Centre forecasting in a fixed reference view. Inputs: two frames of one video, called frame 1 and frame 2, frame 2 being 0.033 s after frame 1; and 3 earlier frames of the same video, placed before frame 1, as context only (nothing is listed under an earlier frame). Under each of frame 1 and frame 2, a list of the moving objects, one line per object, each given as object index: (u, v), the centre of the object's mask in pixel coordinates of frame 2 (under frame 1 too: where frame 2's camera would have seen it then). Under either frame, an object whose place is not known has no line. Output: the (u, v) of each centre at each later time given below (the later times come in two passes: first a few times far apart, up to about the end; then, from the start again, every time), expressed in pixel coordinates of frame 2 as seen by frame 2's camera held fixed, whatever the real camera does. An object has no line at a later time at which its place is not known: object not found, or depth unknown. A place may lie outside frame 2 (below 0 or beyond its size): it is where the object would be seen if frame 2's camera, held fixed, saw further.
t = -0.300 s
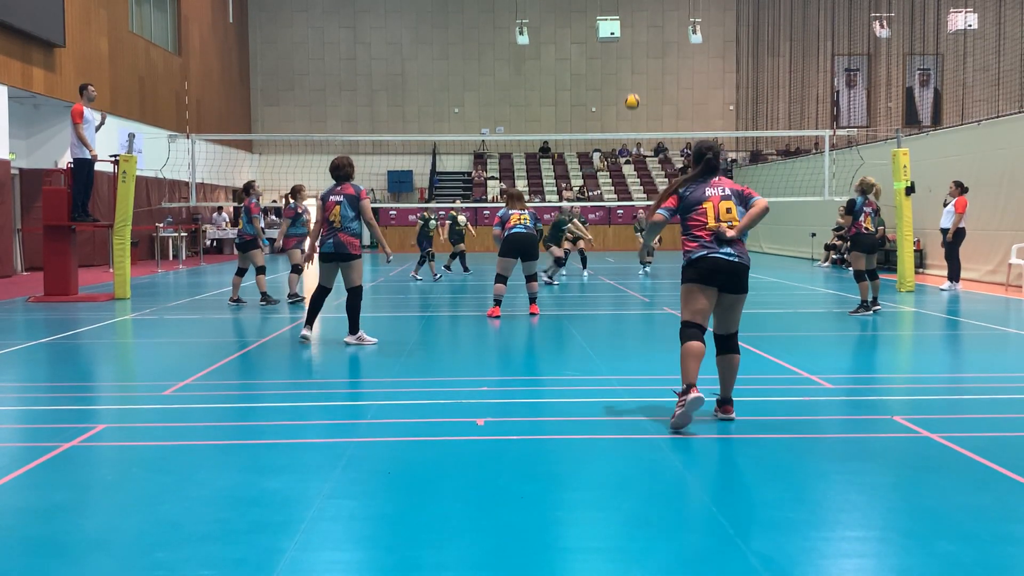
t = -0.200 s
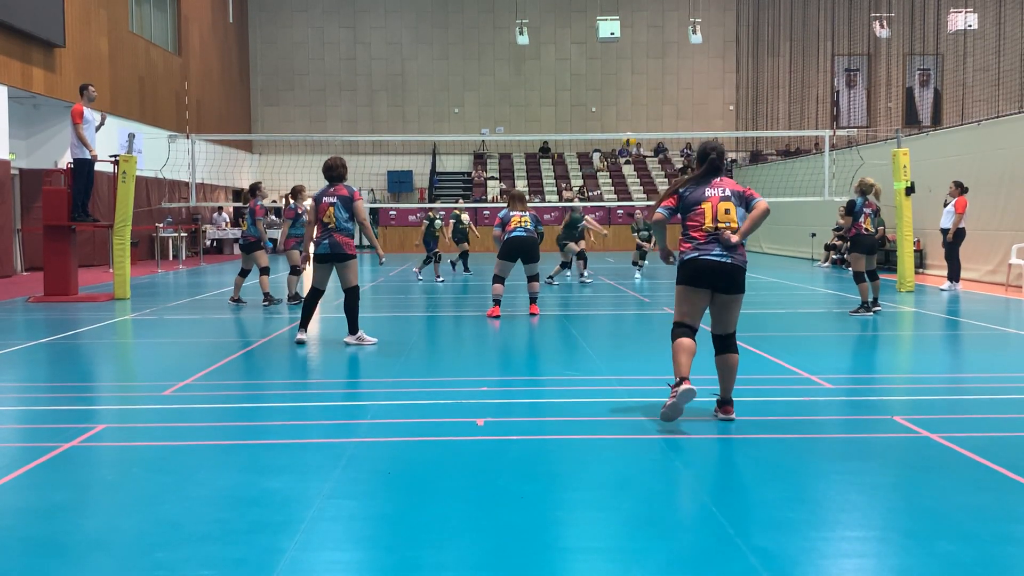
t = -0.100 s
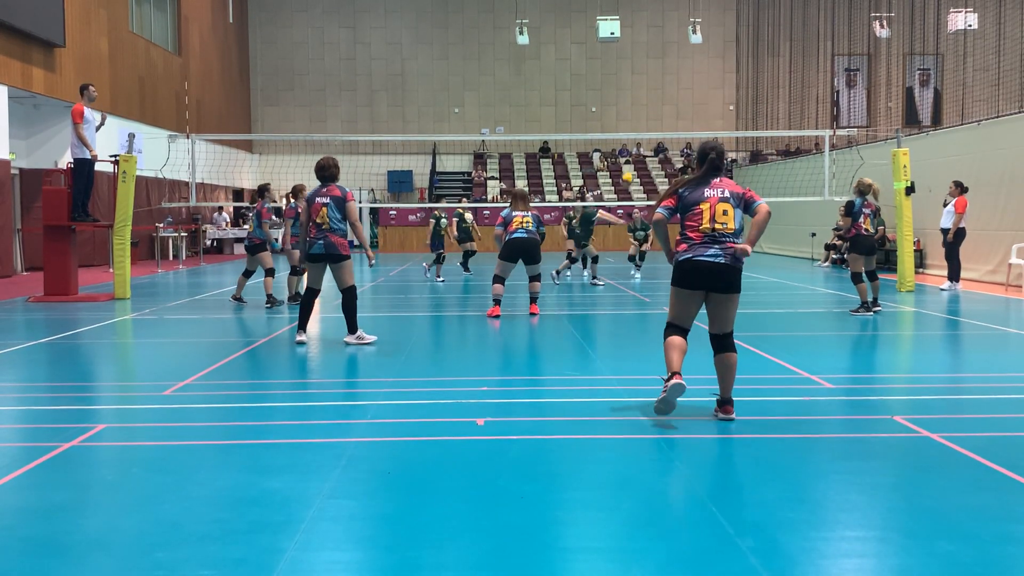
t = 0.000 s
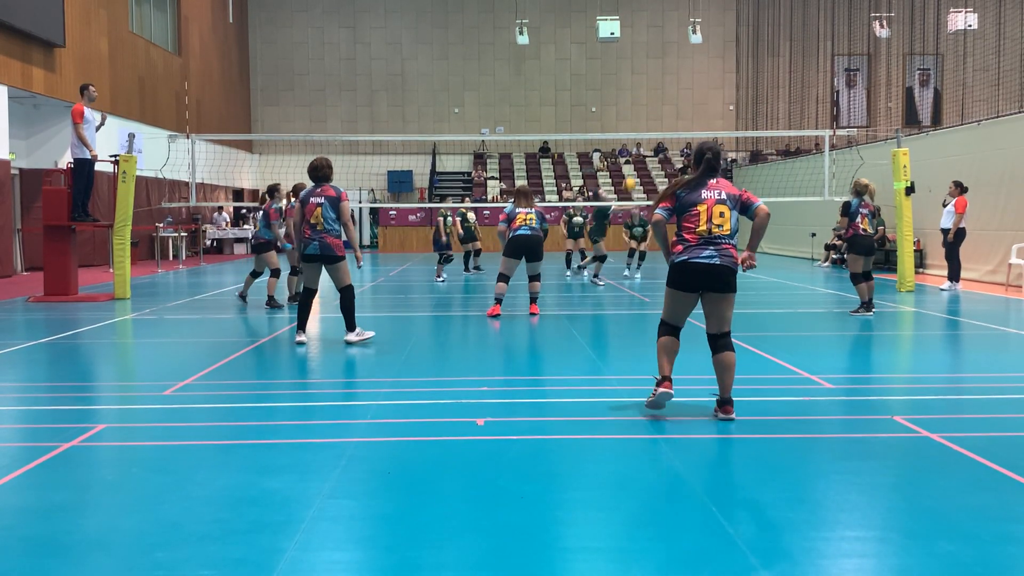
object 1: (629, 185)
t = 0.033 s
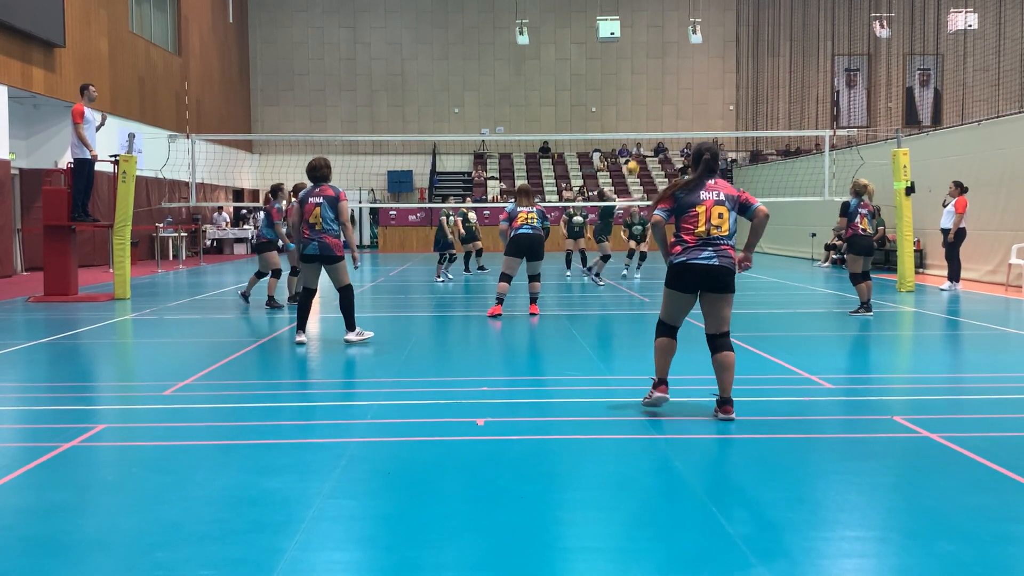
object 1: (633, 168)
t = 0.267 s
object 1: (653, 75)
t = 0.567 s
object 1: (676, 5)
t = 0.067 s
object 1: (636, 152)
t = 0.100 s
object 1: (639, 132)
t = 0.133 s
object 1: (641, 123)
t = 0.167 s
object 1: (644, 110)
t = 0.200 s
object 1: (647, 97)
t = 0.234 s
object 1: (650, 86)
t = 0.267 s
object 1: (653, 75)
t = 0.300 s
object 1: (655, 64)
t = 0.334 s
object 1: (658, 54)
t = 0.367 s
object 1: (660, 45)
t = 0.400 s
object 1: (663, 37)
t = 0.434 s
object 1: (666, 29)
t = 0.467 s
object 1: (669, 22)
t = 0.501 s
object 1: (671, 16)
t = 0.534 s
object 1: (674, 11)
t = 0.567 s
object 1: (676, 5)
